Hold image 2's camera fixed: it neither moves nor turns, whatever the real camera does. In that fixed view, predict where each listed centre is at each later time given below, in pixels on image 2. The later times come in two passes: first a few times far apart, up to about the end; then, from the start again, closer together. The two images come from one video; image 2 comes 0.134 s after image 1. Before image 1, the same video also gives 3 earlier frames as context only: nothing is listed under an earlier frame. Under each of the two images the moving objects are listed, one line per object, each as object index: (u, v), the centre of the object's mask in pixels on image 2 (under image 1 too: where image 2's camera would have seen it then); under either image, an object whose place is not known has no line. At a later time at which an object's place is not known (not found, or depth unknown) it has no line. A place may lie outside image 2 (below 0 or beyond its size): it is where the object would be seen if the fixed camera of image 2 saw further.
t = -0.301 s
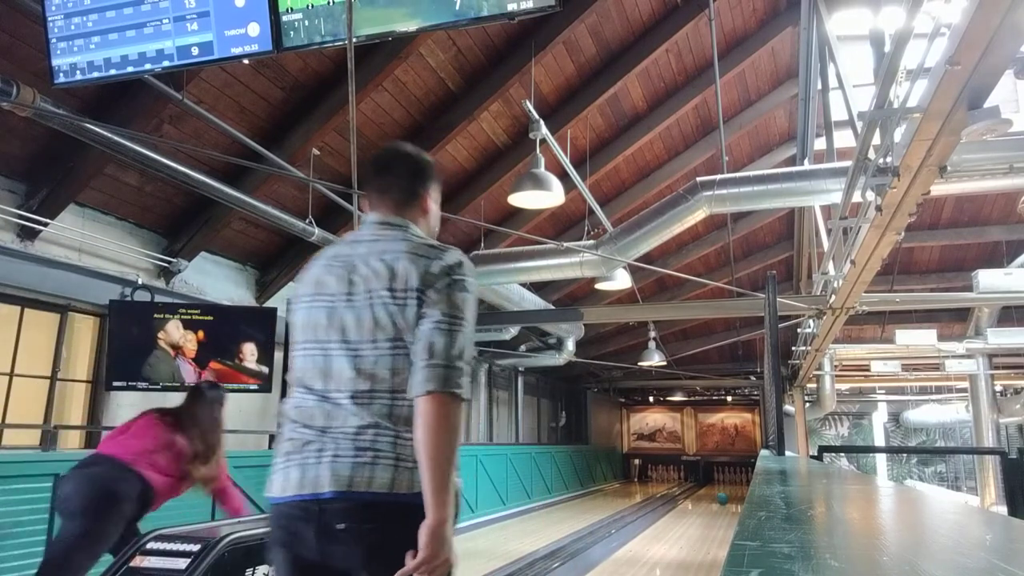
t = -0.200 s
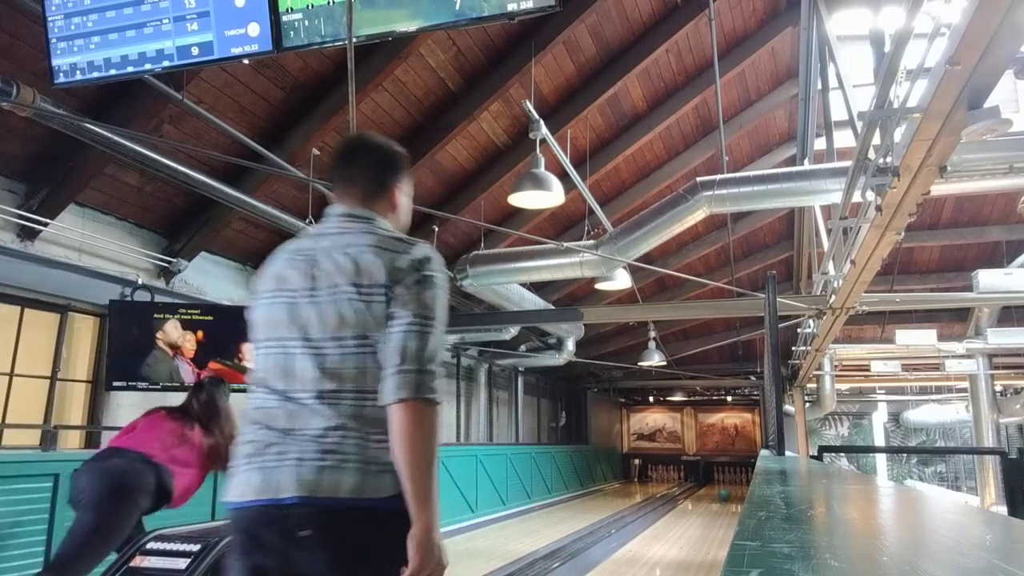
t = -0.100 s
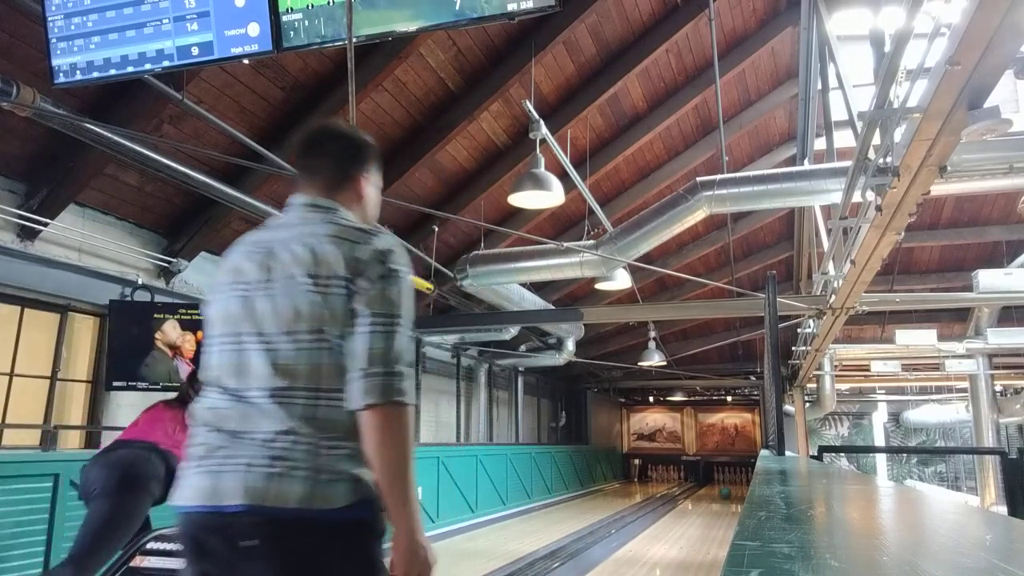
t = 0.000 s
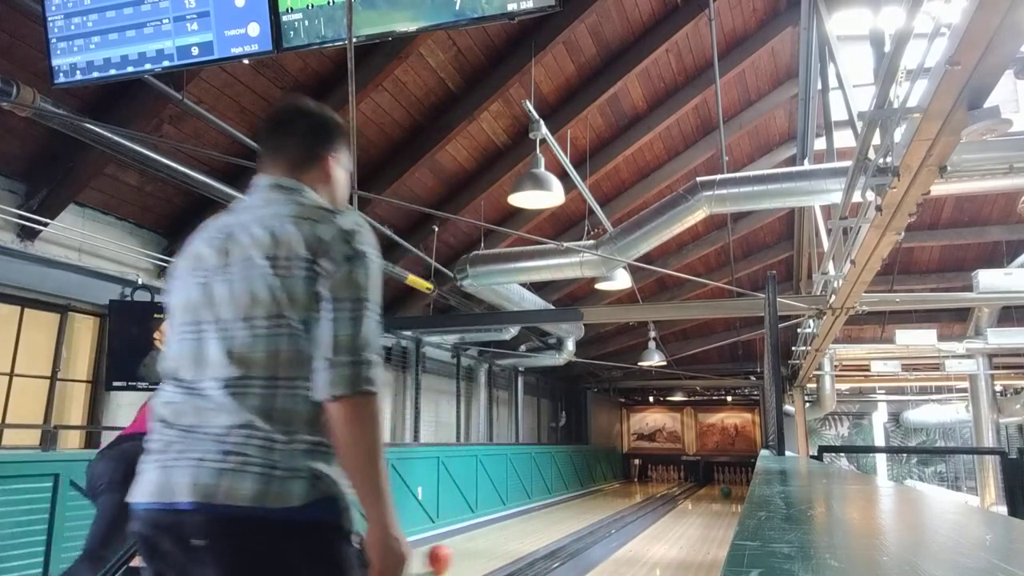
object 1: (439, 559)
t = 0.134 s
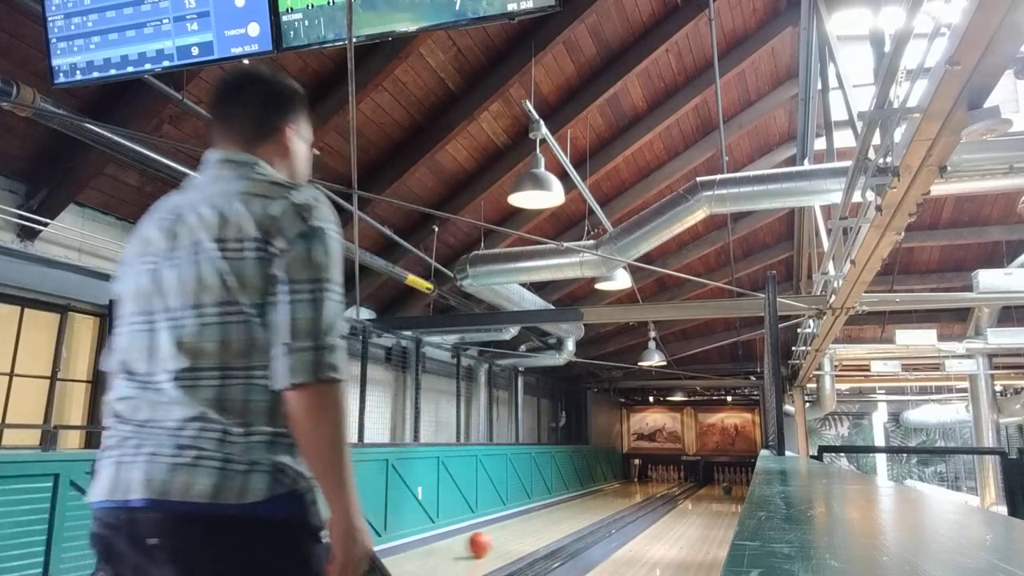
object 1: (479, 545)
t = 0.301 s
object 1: (514, 532)
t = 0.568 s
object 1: (553, 517)
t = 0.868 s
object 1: (582, 507)
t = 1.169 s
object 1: (600, 500)
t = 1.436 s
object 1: (612, 496)
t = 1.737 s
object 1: (624, 491)
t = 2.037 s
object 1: (633, 487)
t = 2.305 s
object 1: (640, 484)
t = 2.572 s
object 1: (647, 482)
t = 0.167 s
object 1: (487, 541)
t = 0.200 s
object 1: (495, 538)
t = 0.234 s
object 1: (502, 536)
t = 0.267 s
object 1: (509, 533)
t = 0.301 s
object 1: (514, 532)
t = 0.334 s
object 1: (521, 529)
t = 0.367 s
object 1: (527, 527)
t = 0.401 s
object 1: (532, 525)
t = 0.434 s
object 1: (537, 523)
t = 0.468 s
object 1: (541, 522)
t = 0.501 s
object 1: (545, 521)
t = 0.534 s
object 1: (549, 519)
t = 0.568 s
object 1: (553, 517)
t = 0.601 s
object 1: (558, 516)
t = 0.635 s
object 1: (561, 514)
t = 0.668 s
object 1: (564, 513)
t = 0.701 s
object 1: (567, 512)
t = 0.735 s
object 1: (570, 511)
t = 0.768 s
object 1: (573, 510)
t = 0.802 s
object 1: (576, 509)
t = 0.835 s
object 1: (579, 508)
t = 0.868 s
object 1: (582, 507)
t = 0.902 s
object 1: (584, 506)
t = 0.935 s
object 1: (586, 505)
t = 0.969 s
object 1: (589, 504)
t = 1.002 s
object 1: (590, 504)
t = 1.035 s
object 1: (593, 503)
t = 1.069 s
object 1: (594, 502)
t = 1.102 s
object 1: (596, 501)
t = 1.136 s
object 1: (599, 500)
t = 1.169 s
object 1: (600, 500)
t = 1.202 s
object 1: (602, 499)
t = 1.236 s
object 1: (603, 499)
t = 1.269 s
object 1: (605, 498)
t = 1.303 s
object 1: (607, 498)
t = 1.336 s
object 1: (608, 497)
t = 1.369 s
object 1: (609, 496)
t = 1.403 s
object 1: (611, 496)
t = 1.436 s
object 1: (612, 496)
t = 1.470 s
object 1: (613, 495)
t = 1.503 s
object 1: (614, 494)
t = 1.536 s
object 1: (616, 493)
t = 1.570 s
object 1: (617, 493)
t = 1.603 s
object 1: (619, 493)
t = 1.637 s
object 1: (620, 492)
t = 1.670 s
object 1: (621, 492)
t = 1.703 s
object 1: (622, 491)
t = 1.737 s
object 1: (624, 491)
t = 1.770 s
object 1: (624, 491)
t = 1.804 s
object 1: (625, 490)
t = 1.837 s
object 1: (626, 490)
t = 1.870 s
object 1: (627, 489)
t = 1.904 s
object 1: (627, 488)
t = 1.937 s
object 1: (630, 488)
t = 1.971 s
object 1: (631, 488)
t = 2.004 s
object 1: (632, 488)
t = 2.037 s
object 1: (633, 487)
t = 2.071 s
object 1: (634, 486)
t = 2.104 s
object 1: (634, 486)
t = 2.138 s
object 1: (635, 486)
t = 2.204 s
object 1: (638, 485)
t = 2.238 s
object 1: (638, 485)
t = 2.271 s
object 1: (639, 485)
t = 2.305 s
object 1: (640, 484)
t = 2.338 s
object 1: (641, 484)
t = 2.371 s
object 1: (642, 484)
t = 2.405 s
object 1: (643, 483)
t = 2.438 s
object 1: (643, 483)
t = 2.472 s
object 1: (644, 483)
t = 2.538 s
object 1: (647, 482)
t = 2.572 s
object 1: (647, 482)
